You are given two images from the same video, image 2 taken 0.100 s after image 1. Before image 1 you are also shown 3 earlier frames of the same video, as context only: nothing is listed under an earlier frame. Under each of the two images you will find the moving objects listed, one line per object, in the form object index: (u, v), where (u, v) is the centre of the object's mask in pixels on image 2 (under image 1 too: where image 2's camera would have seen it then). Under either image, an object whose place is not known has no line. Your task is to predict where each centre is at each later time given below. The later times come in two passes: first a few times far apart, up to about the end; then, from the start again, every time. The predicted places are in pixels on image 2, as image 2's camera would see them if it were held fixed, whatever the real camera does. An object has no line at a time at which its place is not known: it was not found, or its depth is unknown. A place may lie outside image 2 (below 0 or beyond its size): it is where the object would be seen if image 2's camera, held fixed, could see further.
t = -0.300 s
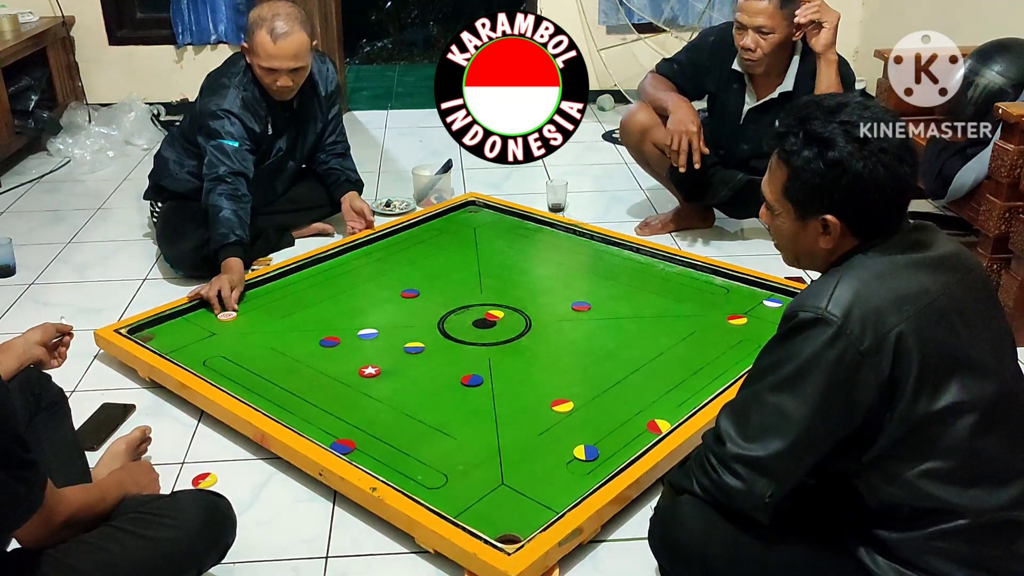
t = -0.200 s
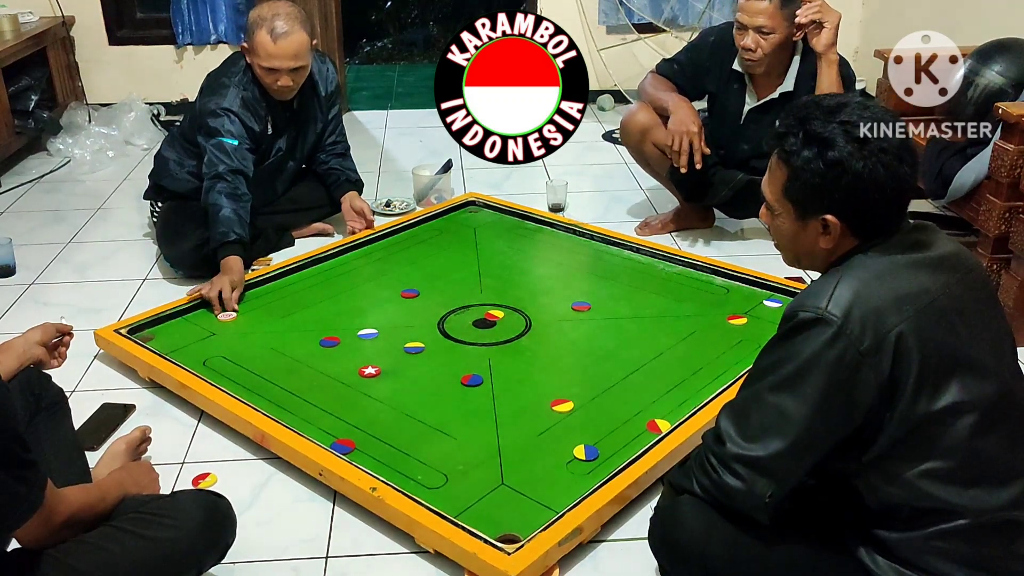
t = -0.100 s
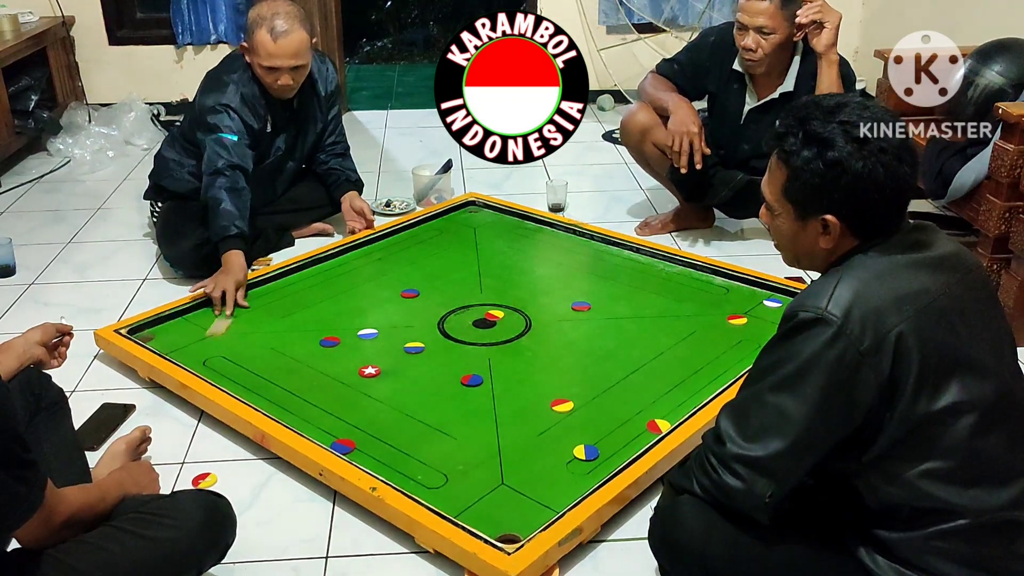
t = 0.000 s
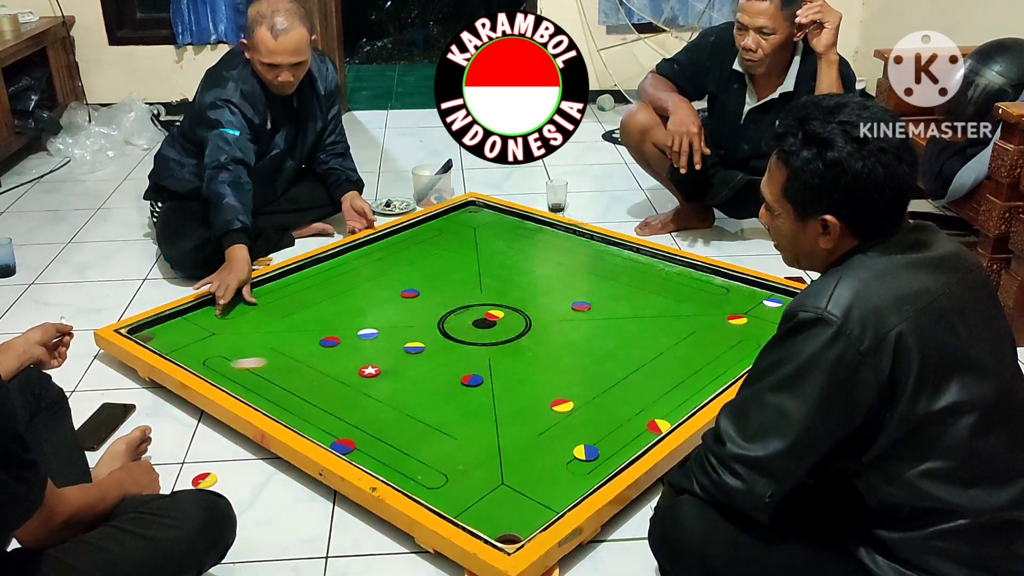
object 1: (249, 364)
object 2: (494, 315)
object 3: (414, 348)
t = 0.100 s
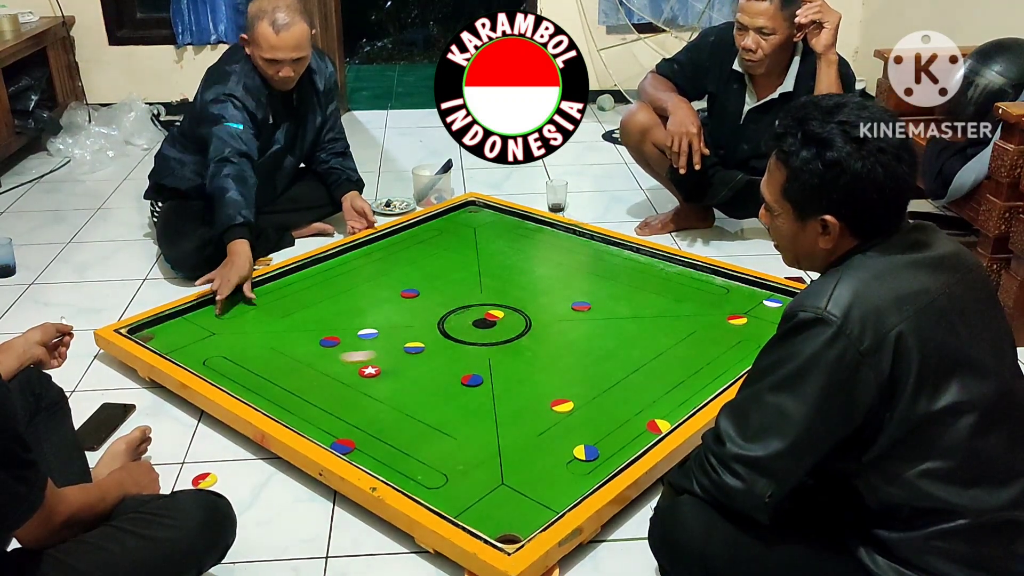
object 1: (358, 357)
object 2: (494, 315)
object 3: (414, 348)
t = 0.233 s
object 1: (429, 373)
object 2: (494, 315)
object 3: (482, 324)
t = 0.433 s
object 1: (485, 419)
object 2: (554, 266)
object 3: (551, 331)
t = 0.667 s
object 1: (554, 488)
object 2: (559, 250)
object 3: (629, 341)
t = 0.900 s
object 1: (525, 466)
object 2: (504, 270)
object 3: (706, 351)
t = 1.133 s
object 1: (483, 432)
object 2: (445, 291)
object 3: (743, 352)
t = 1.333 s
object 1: (453, 408)
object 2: (390, 311)
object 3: (716, 343)
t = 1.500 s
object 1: (431, 390)
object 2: (345, 327)
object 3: (696, 335)
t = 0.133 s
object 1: (392, 355)
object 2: (494, 315)
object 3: (414, 348)
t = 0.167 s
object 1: (407, 360)
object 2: (494, 315)
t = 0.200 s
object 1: (417, 366)
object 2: (494, 315)
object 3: (459, 332)
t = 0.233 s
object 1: (429, 373)
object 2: (494, 315)
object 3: (482, 324)
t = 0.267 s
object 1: (441, 380)
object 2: (504, 307)
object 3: (494, 324)
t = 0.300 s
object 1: (452, 386)
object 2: (515, 298)
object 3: (505, 326)
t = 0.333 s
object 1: (460, 394)
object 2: (525, 290)
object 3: (519, 328)
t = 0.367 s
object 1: (469, 402)
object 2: (535, 282)
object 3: (529, 329)
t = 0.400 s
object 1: (477, 410)
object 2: (544, 274)
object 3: (540, 330)
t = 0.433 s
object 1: (485, 419)
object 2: (554, 266)
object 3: (551, 331)
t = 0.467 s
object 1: (494, 428)
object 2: (563, 260)
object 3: (561, 332)
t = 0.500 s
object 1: (503, 437)
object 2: (571, 252)
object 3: (572, 334)
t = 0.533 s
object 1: (513, 447)
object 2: (579, 246)
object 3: (582, 335)
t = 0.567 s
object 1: (522, 457)
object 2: (583, 242)
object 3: (593, 337)
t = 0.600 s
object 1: (532, 467)
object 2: (575, 245)
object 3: (605, 338)
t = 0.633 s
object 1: (543, 477)
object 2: (567, 248)
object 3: (617, 340)
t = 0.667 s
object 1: (554, 488)
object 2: (559, 250)
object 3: (629, 341)
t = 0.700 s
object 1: (562, 498)
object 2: (551, 253)
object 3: (640, 342)
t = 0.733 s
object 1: (560, 496)
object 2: (544, 256)
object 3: (651, 344)
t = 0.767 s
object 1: (552, 489)
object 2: (536, 259)
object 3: (662, 345)
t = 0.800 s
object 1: (545, 483)
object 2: (528, 261)
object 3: (672, 346)
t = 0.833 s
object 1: (538, 477)
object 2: (520, 264)
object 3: (683, 348)
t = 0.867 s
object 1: (531, 472)
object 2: (512, 267)
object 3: (694, 349)
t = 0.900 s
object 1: (525, 466)
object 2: (504, 270)
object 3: (706, 351)
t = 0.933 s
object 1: (518, 461)
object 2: (496, 273)
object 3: (718, 352)
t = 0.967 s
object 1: (512, 456)
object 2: (487, 276)
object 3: (731, 354)
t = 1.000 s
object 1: (506, 451)
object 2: (479, 279)
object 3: (741, 355)
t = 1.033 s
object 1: (500, 446)
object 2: (471, 282)
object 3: (749, 356)
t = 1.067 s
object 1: (494, 441)
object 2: (462, 285)
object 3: (750, 355)
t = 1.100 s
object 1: (488, 436)
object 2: (453, 288)
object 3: (747, 354)
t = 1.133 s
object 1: (483, 432)
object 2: (445, 291)
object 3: (743, 352)
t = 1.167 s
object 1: (478, 428)
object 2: (436, 295)
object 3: (738, 351)
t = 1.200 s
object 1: (472, 424)
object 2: (426, 298)
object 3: (733, 349)
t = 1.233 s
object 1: (467, 420)
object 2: (417, 301)
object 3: (729, 347)
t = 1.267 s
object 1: (462, 416)
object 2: (408, 305)
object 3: (724, 346)
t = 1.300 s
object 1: (457, 412)
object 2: (399, 307)
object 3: (720, 344)
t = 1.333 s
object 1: (453, 408)
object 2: (390, 311)
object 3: (716, 343)
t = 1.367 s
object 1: (448, 404)
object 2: (381, 314)
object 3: (712, 341)
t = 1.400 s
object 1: (444, 401)
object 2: (372, 317)
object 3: (708, 339)
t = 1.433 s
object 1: (439, 397)
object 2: (364, 320)
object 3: (704, 338)
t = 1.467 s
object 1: (435, 394)
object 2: (354, 324)
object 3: (700, 337)
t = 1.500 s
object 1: (431, 390)
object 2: (345, 327)
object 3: (696, 335)
